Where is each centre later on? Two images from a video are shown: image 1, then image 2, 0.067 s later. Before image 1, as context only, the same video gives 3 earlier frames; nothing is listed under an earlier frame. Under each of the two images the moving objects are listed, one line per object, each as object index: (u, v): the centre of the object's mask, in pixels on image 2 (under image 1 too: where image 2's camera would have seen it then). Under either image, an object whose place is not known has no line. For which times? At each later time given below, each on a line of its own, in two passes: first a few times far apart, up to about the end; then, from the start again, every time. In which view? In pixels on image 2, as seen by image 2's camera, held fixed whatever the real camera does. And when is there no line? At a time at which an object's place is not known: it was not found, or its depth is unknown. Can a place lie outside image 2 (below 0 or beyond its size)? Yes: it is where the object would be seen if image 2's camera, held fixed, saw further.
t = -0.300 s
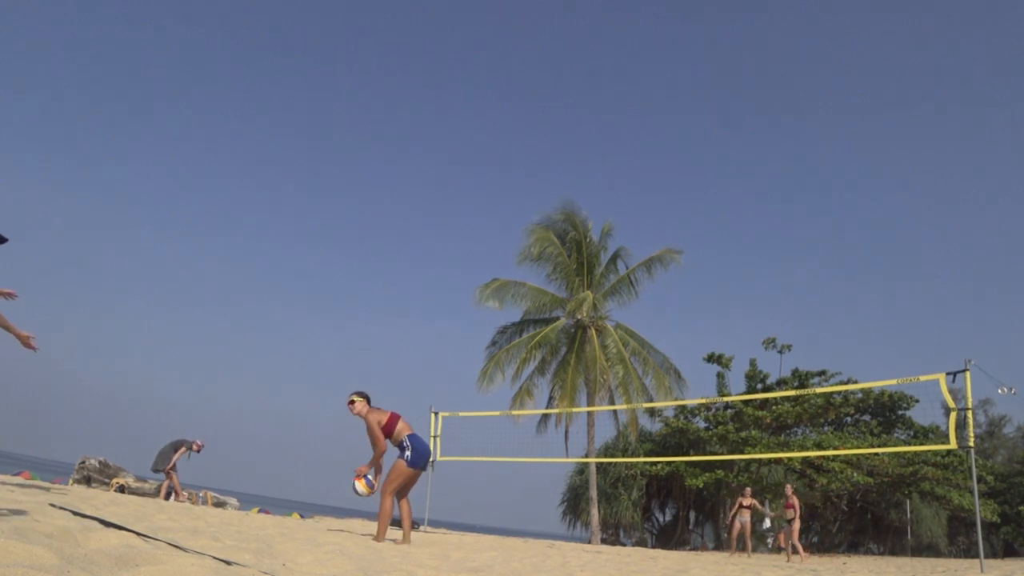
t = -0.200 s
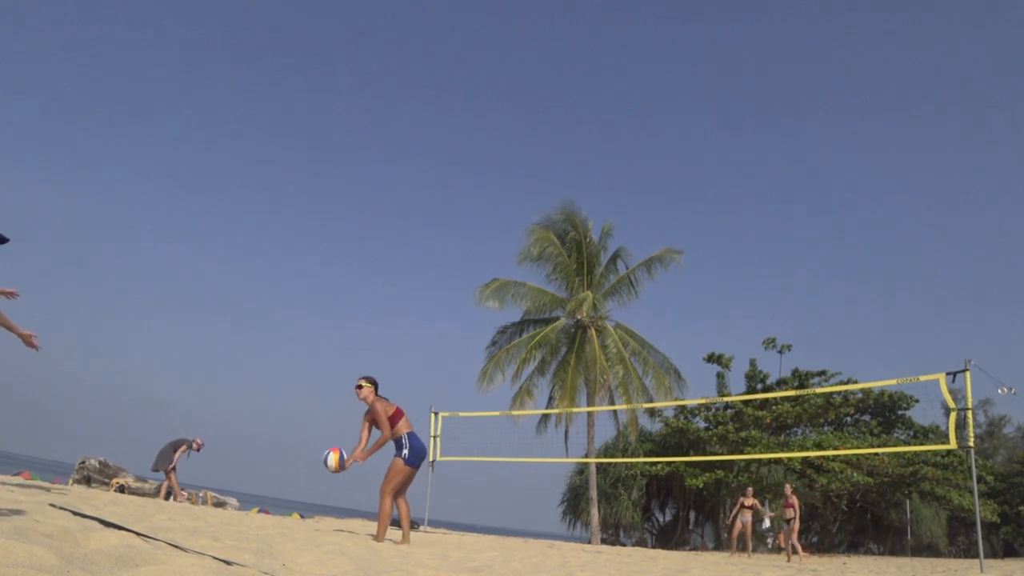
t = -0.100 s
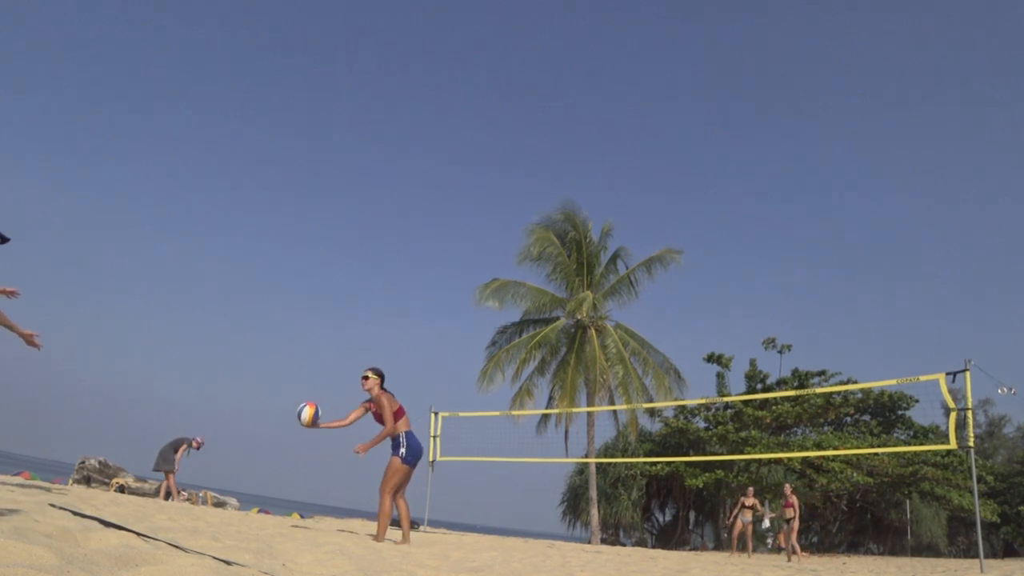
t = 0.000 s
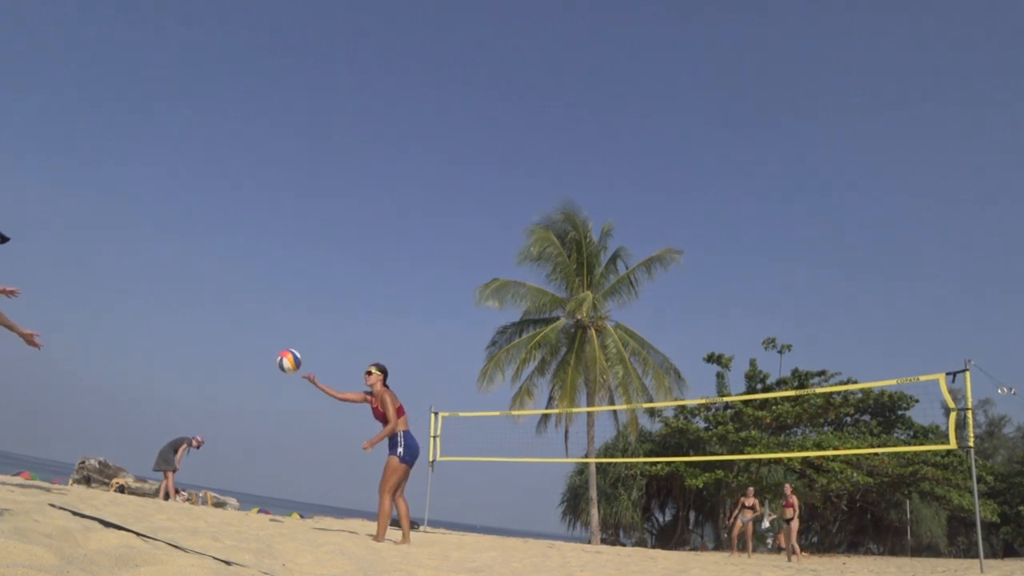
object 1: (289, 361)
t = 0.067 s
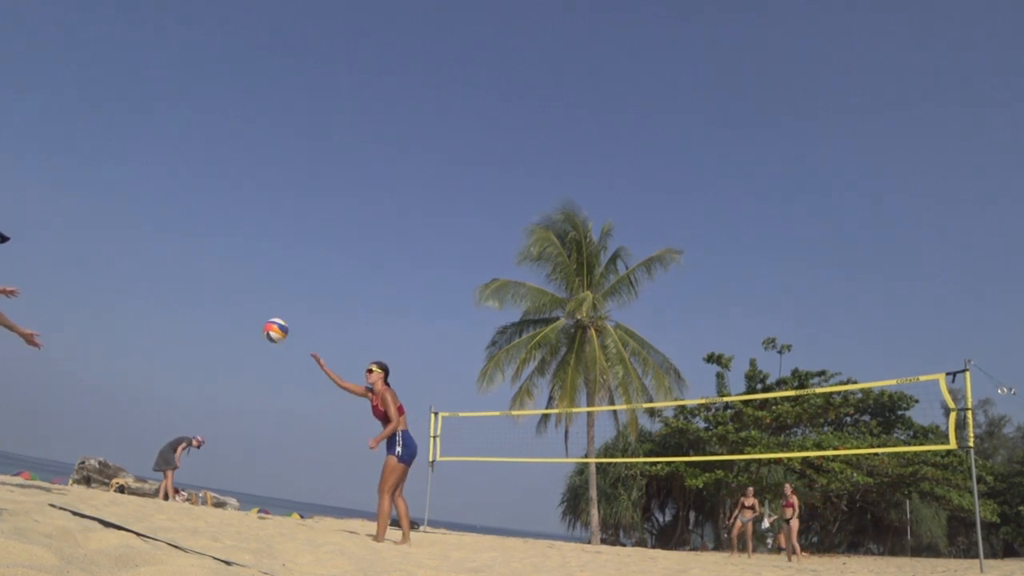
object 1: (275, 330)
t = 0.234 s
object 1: (237, 271)
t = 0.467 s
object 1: (168, 235)
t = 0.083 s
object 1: (272, 323)
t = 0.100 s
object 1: (268, 316)
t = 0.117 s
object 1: (265, 310)
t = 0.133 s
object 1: (261, 303)
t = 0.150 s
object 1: (257, 297)
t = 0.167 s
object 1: (253, 292)
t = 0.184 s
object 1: (249, 286)
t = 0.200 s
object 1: (245, 281)
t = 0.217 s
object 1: (241, 276)
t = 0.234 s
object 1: (237, 271)
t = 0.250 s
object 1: (233, 267)
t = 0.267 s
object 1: (229, 263)
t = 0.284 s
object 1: (224, 259)
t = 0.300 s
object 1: (220, 256)
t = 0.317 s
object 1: (215, 252)
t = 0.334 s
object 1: (210, 249)
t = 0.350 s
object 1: (205, 246)
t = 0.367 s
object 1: (200, 244)
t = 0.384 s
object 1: (195, 242)
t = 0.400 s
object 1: (190, 240)
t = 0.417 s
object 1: (185, 238)
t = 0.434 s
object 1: (179, 237)
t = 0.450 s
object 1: (174, 236)
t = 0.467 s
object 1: (168, 235)
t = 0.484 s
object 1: (162, 235)
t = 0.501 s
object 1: (156, 235)
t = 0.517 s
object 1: (150, 235)
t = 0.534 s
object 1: (144, 235)
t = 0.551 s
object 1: (138, 237)
